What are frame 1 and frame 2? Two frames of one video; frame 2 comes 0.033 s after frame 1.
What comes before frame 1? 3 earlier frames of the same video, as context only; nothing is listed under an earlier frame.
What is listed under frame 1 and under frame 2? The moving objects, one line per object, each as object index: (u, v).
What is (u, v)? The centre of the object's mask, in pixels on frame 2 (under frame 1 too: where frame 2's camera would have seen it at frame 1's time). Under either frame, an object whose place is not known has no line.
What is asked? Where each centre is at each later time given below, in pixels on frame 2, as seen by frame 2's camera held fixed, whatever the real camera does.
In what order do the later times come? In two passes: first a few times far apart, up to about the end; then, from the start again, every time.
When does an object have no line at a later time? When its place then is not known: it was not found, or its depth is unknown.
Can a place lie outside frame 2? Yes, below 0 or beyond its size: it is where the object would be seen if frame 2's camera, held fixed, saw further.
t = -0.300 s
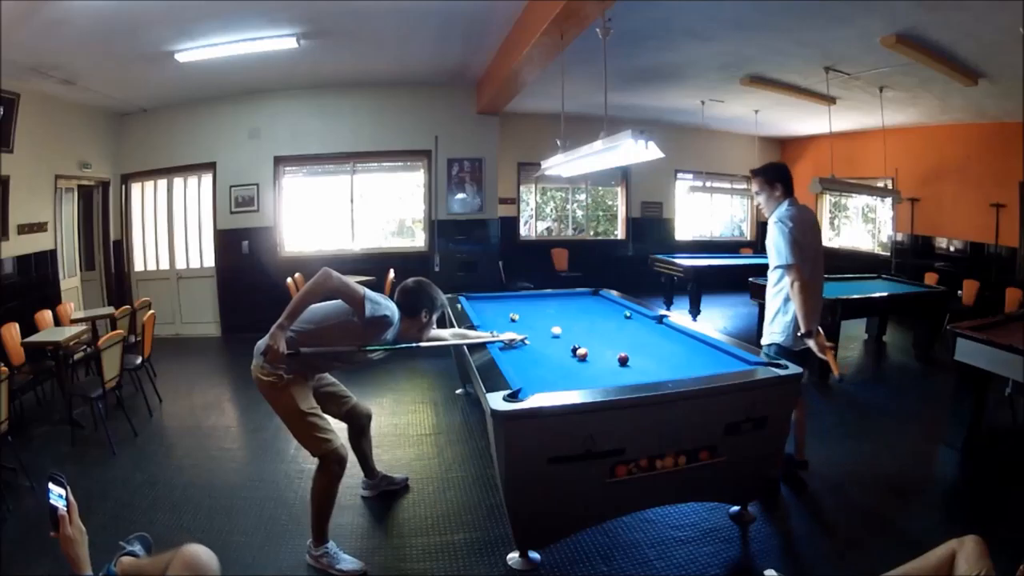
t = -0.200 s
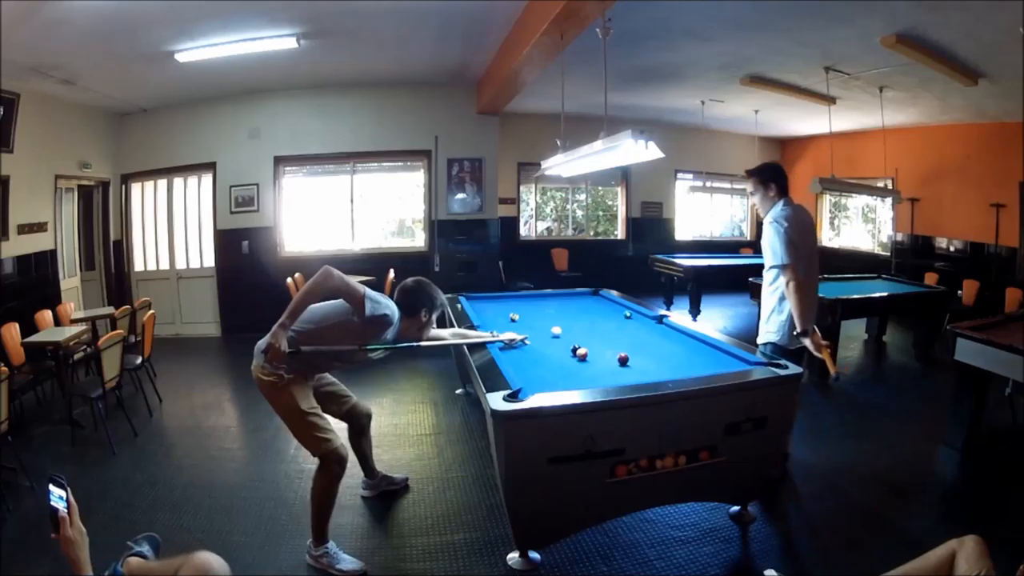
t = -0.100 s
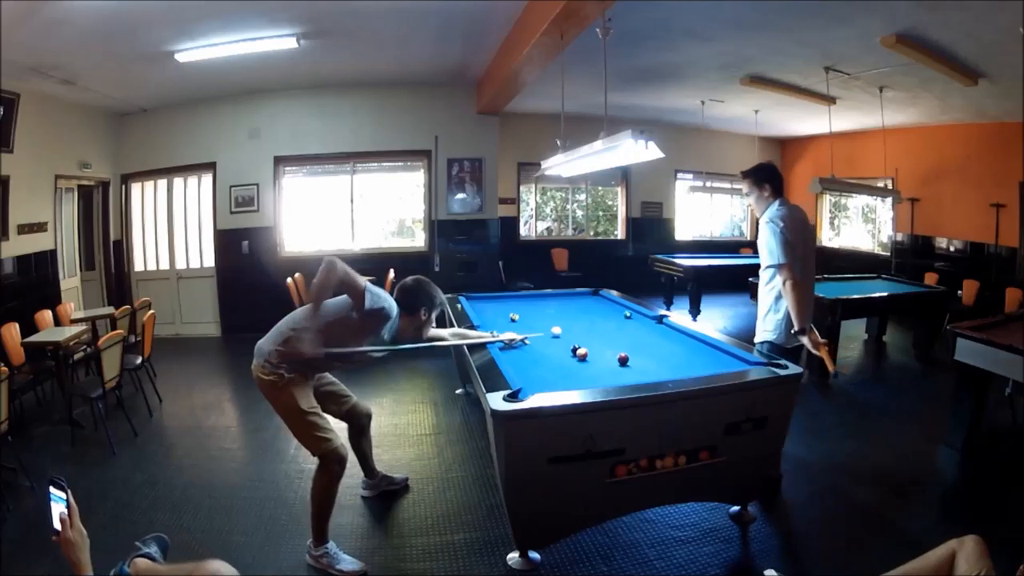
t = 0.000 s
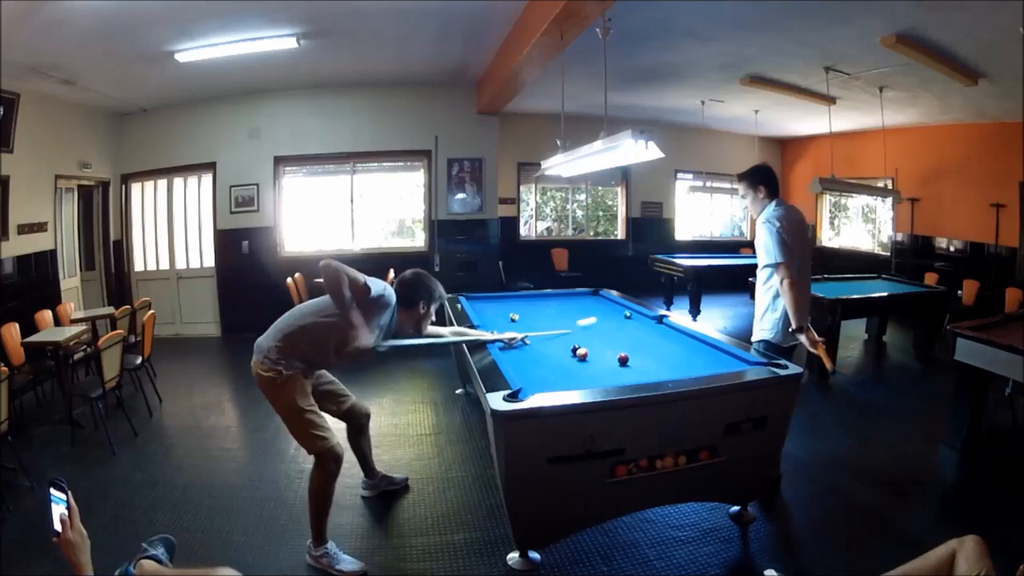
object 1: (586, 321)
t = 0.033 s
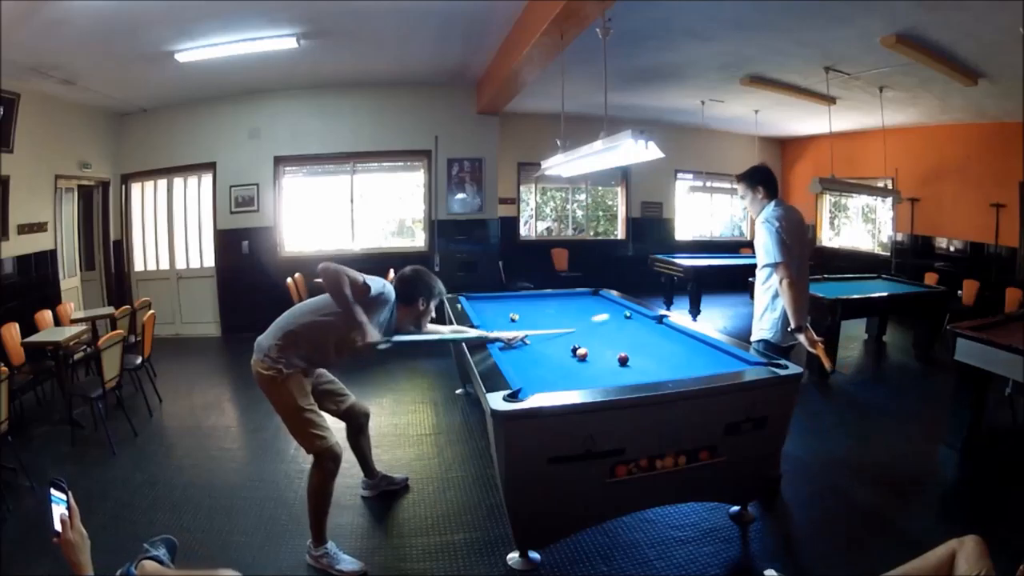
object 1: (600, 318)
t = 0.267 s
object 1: (607, 298)
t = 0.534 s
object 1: (580, 295)
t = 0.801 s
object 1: (571, 302)
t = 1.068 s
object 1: (560, 311)
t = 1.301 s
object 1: (549, 320)
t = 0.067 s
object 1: (613, 314)
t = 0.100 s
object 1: (617, 311)
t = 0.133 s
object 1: (616, 308)
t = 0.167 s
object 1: (614, 305)
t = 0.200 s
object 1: (612, 303)
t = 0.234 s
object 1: (610, 300)
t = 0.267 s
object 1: (607, 298)
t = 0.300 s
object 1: (602, 297)
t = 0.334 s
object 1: (597, 296)
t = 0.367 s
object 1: (592, 294)
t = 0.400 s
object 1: (587, 293)
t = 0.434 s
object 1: (584, 293)
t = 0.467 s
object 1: (582, 293)
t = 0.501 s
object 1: (581, 294)
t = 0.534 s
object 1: (580, 295)
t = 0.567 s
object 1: (579, 296)
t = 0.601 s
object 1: (578, 297)
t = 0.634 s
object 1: (577, 298)
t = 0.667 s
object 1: (576, 299)
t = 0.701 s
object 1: (574, 299)
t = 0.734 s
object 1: (573, 300)
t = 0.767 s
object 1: (572, 302)
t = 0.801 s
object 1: (571, 302)
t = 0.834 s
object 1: (569, 303)
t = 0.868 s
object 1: (568, 305)
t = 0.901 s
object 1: (567, 306)
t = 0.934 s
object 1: (565, 307)
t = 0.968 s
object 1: (564, 308)
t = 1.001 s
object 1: (563, 309)
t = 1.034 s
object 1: (561, 310)
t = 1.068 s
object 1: (560, 311)
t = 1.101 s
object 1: (558, 312)
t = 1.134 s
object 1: (557, 314)
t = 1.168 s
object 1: (555, 315)
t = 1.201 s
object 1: (554, 316)
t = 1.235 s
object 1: (552, 318)
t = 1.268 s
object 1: (551, 319)
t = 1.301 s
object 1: (549, 320)
